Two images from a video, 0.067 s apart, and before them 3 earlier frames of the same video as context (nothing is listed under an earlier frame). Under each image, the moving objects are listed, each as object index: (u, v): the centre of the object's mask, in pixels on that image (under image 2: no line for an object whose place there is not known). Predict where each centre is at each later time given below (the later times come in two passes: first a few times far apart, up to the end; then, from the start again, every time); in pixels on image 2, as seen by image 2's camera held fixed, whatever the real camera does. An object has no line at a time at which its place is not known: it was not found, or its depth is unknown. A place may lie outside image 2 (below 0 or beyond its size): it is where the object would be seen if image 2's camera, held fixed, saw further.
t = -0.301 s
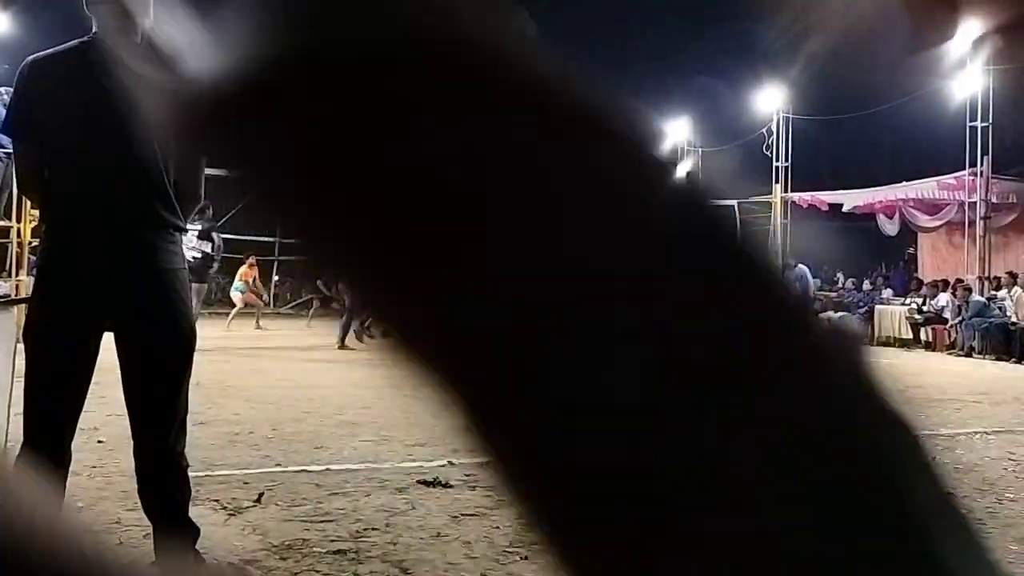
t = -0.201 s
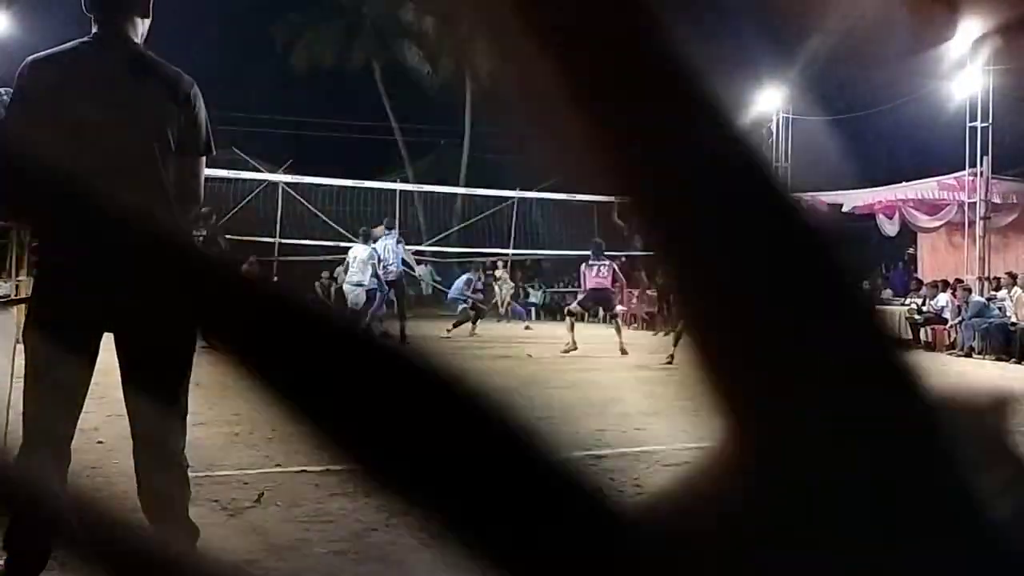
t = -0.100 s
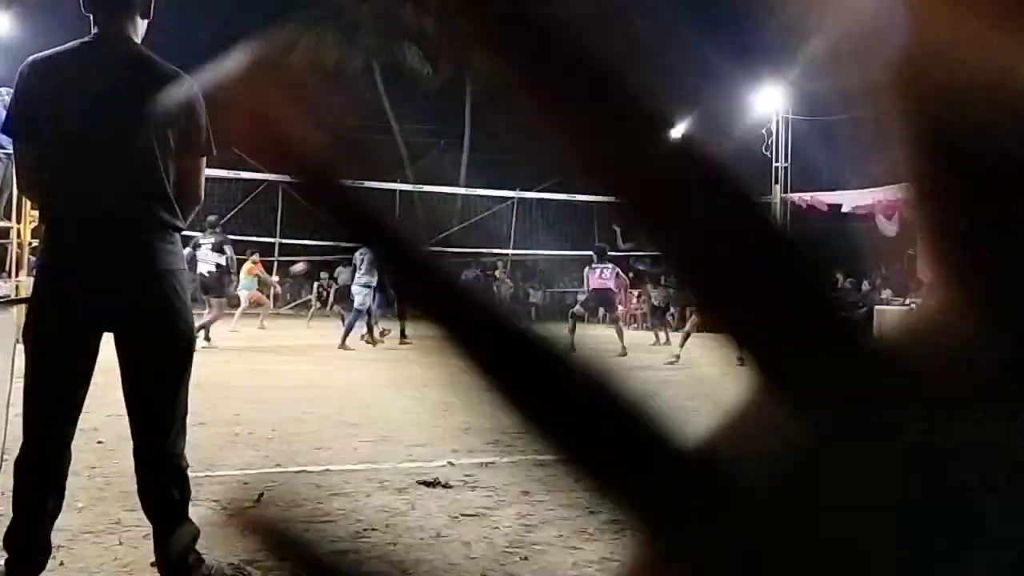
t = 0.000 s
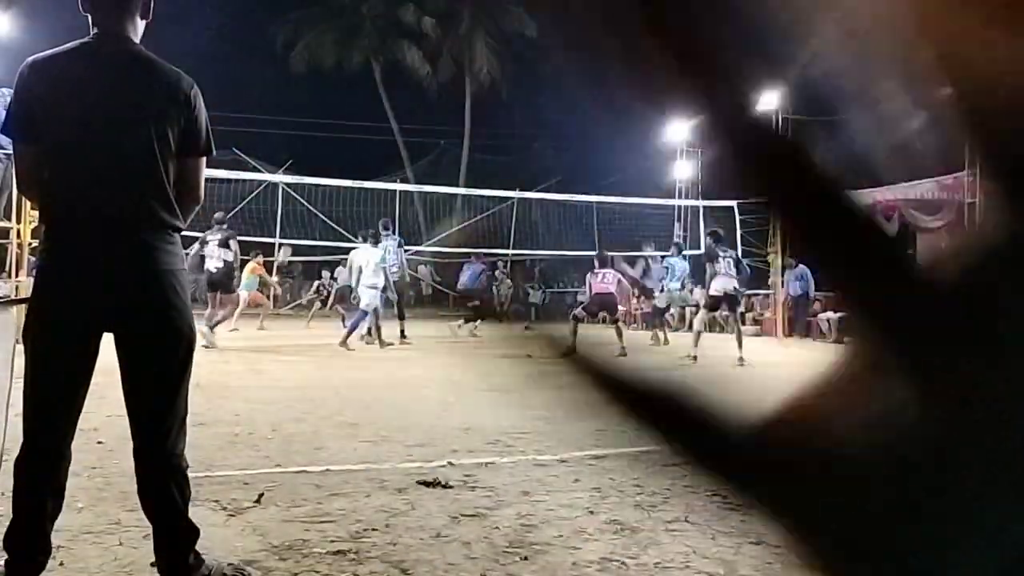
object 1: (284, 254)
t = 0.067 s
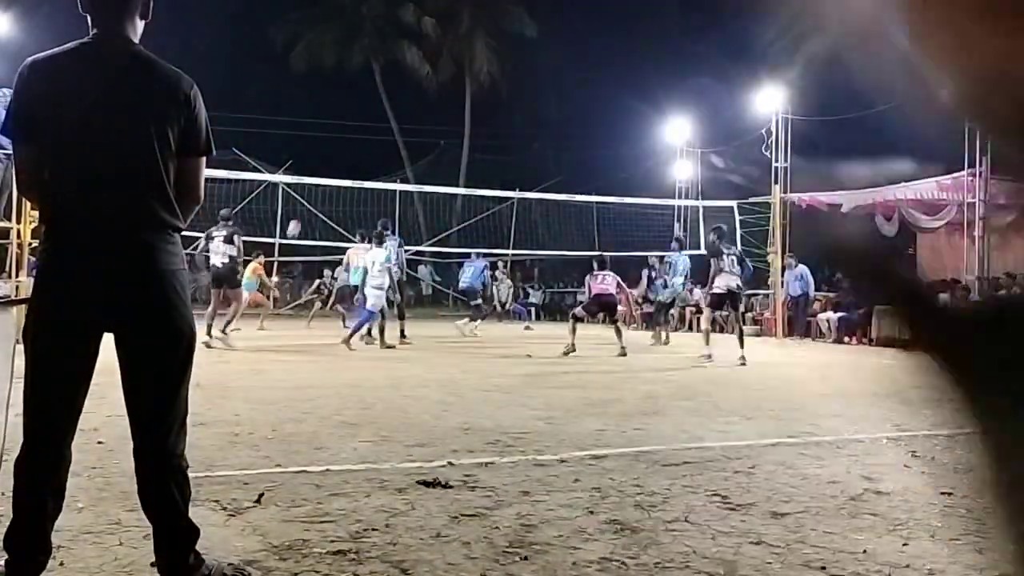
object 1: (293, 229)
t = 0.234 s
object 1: (316, 172)
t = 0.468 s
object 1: (344, 121)
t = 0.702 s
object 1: (372, 95)
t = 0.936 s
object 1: (398, 98)
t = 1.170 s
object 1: (425, 129)
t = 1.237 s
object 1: (433, 143)
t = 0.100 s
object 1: (298, 217)
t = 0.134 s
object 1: (302, 206)
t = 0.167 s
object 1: (307, 194)
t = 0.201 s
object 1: (310, 187)
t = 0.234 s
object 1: (316, 172)
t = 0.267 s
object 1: (320, 165)
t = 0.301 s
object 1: (324, 156)
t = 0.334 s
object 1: (328, 148)
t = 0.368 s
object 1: (332, 141)
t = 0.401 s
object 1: (336, 133)
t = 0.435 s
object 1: (340, 127)
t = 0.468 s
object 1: (344, 121)
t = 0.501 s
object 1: (348, 115)
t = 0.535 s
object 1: (352, 111)
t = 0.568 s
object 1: (356, 107)
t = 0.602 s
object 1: (360, 103)
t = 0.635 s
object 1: (364, 100)
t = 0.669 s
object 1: (368, 98)
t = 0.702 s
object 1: (372, 95)
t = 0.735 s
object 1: (375, 94)
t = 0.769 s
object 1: (379, 93)
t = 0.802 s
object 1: (383, 93)
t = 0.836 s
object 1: (387, 93)
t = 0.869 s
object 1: (391, 94)
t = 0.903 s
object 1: (395, 96)
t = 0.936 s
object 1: (398, 98)
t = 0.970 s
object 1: (402, 101)
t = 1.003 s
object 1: (406, 104)
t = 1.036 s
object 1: (410, 108)
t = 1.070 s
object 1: (414, 112)
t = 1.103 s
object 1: (418, 118)
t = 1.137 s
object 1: (422, 123)
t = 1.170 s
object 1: (425, 129)
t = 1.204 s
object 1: (430, 136)
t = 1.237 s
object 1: (433, 143)
